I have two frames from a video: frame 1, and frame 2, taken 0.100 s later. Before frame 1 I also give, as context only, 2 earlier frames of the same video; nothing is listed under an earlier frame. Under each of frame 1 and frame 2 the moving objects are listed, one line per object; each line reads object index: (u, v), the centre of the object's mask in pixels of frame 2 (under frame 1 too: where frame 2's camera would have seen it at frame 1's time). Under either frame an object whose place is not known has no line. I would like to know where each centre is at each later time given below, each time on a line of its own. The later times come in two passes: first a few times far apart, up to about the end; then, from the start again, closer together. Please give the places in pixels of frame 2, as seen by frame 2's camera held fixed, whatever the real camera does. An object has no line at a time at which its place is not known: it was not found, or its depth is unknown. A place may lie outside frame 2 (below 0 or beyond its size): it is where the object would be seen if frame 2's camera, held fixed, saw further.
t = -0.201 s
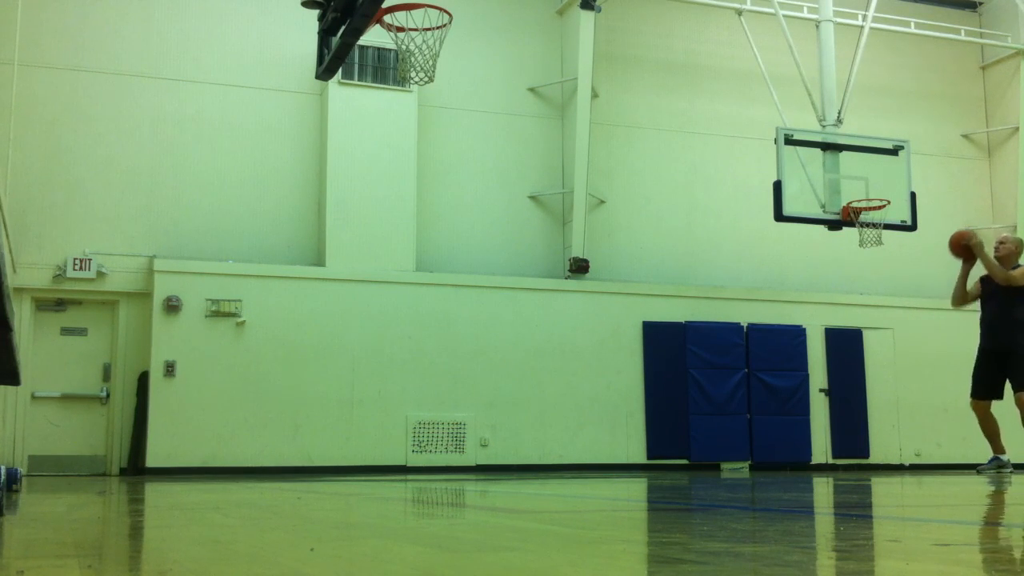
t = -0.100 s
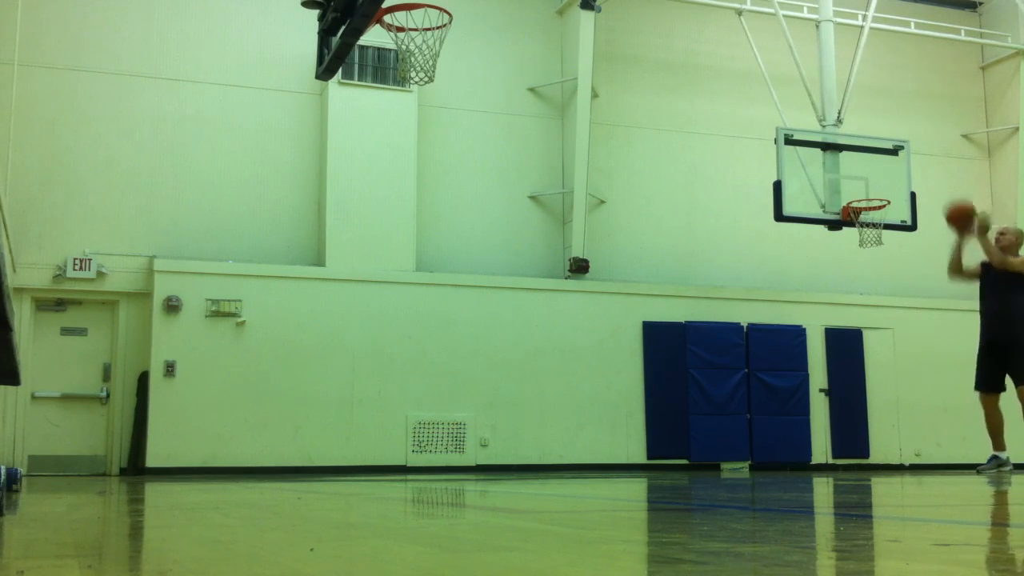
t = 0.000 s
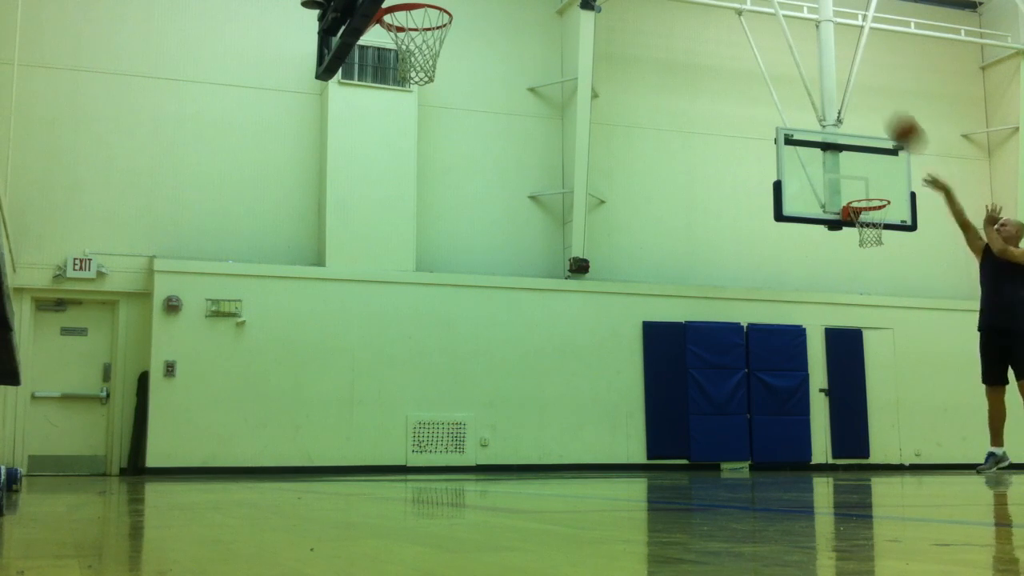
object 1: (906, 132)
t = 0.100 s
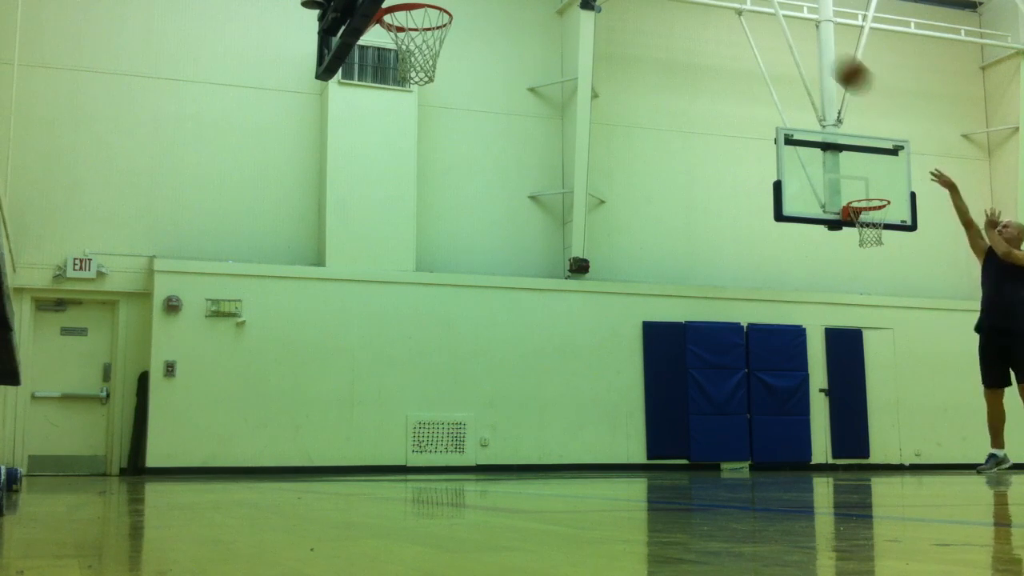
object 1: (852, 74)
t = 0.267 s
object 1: (761, 7)
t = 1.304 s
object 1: (419, 90)
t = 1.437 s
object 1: (442, 139)
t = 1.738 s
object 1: (491, 354)
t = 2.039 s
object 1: (530, 340)
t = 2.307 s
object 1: (558, 266)
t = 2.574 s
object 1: (587, 289)
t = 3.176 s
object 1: (650, 354)
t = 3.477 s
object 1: (679, 360)
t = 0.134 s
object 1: (833, 57)
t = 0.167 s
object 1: (815, 42)
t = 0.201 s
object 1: (797, 27)
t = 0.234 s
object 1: (780, 14)
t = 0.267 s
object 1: (761, 7)
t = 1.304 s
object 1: (419, 90)
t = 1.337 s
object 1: (426, 101)
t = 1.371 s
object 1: (431, 111)
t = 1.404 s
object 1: (436, 125)
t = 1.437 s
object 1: (442, 139)
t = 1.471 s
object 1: (447, 156)
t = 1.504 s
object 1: (453, 176)
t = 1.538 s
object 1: (459, 196)
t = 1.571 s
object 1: (464, 217)
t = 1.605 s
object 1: (469, 240)
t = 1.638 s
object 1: (475, 265)
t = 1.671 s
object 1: (480, 292)
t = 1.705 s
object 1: (486, 323)
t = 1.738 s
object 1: (491, 354)
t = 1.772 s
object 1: (496, 387)
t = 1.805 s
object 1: (502, 419)
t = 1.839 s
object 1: (508, 452)
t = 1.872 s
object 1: (512, 438)
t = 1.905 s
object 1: (515, 415)
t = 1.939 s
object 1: (519, 393)
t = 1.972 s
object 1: (523, 374)
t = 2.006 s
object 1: (526, 356)
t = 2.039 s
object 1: (530, 340)
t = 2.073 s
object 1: (533, 325)
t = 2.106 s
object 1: (537, 312)
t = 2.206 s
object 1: (547, 281)
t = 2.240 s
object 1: (551, 275)
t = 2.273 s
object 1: (554, 269)
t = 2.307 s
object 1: (558, 266)
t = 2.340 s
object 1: (560, 263)
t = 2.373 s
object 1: (567, 263)
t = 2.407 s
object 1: (569, 263)
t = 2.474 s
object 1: (576, 269)
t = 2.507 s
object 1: (580, 274)
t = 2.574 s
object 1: (587, 289)
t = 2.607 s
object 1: (591, 300)
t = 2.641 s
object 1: (595, 311)
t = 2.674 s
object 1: (598, 325)
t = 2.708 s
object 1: (602, 340)
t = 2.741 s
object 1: (606, 356)
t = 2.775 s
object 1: (610, 376)
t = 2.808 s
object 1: (614, 396)
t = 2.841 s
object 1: (618, 419)
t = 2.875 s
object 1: (621, 440)
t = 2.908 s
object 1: (626, 452)
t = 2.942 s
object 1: (629, 435)
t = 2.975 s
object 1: (631, 419)
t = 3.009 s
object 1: (634, 405)
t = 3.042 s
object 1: (638, 391)
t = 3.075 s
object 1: (641, 380)
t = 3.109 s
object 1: (643, 370)
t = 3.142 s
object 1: (647, 361)
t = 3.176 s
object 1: (650, 354)
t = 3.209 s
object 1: (653, 350)
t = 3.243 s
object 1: (656, 346)
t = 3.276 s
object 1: (659, 343)
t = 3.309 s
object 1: (662, 343)
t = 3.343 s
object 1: (665, 343)
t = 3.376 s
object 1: (668, 345)
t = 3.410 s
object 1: (672, 349)
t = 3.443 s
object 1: (675, 354)
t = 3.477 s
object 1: (679, 360)
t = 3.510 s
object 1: (682, 369)
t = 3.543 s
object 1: (686, 380)
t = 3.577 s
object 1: (689, 391)
